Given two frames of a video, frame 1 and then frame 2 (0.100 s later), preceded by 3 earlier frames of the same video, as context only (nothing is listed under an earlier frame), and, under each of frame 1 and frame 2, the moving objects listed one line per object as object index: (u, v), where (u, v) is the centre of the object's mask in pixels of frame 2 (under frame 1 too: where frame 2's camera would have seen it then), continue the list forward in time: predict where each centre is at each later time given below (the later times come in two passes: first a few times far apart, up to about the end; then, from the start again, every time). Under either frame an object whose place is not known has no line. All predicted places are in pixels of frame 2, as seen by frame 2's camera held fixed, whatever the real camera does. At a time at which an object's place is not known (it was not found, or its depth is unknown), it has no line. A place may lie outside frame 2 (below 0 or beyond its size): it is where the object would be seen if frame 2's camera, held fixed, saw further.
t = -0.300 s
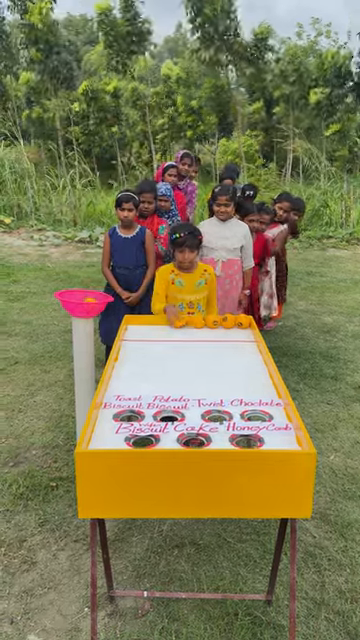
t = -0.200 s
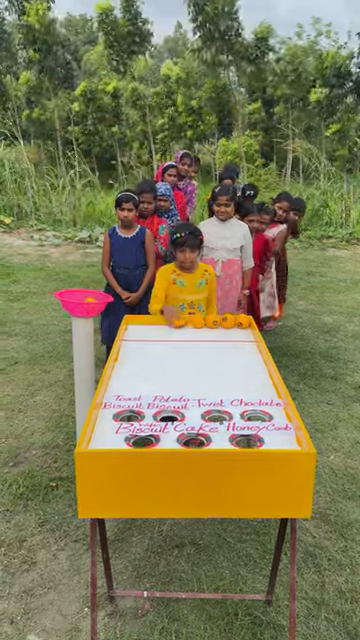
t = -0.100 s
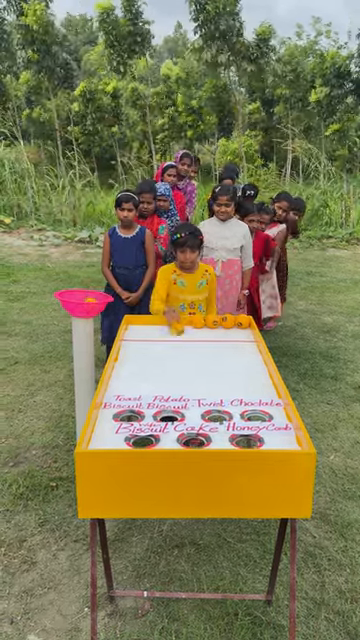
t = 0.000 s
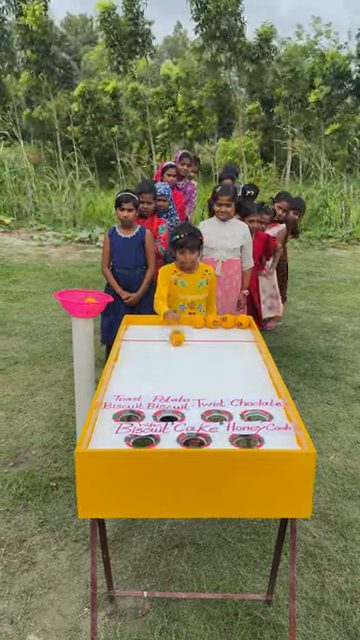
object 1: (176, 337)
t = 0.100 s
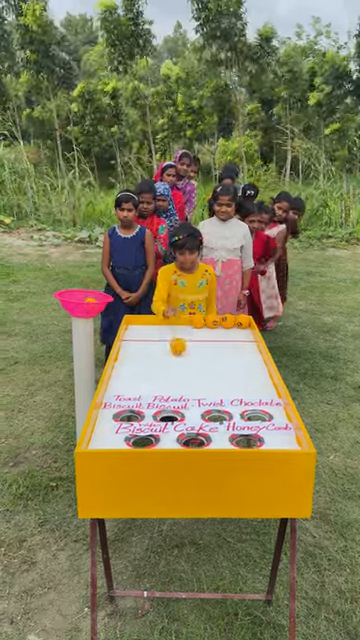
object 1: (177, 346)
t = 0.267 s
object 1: (180, 361)
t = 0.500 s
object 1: (184, 383)
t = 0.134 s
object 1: (178, 349)
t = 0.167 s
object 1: (179, 352)
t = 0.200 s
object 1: (179, 355)
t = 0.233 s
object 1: (180, 358)
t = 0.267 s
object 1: (180, 361)
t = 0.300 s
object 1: (181, 364)
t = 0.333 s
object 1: (181, 368)
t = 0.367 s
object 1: (182, 371)
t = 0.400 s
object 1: (182, 374)
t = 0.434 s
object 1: (183, 378)
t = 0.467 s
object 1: (184, 380)
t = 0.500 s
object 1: (184, 383)
